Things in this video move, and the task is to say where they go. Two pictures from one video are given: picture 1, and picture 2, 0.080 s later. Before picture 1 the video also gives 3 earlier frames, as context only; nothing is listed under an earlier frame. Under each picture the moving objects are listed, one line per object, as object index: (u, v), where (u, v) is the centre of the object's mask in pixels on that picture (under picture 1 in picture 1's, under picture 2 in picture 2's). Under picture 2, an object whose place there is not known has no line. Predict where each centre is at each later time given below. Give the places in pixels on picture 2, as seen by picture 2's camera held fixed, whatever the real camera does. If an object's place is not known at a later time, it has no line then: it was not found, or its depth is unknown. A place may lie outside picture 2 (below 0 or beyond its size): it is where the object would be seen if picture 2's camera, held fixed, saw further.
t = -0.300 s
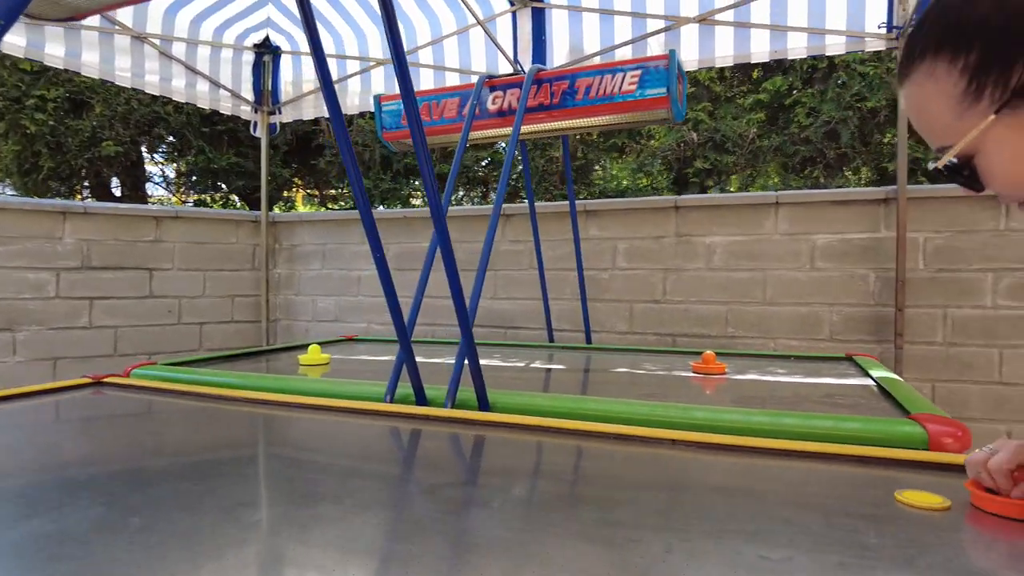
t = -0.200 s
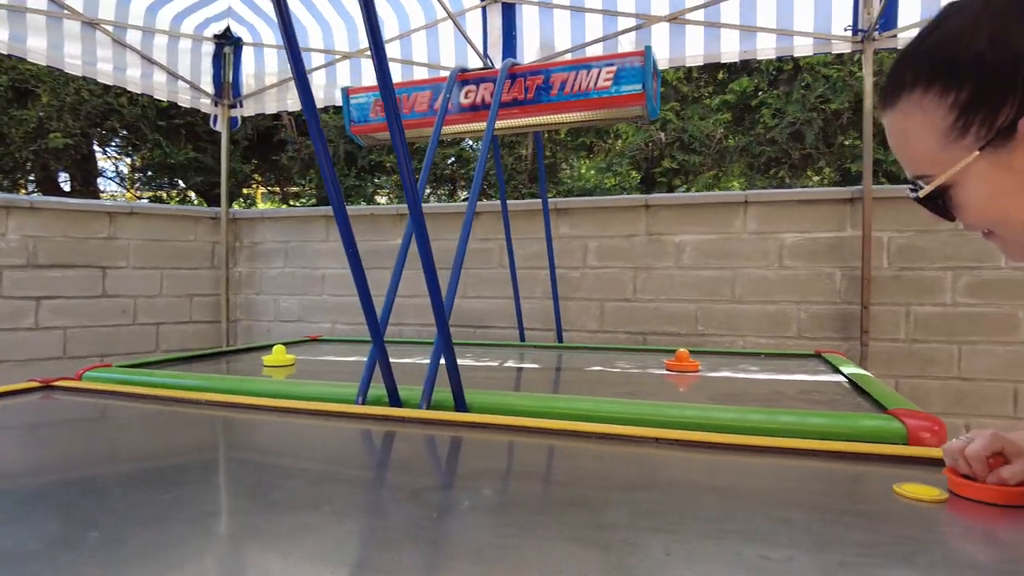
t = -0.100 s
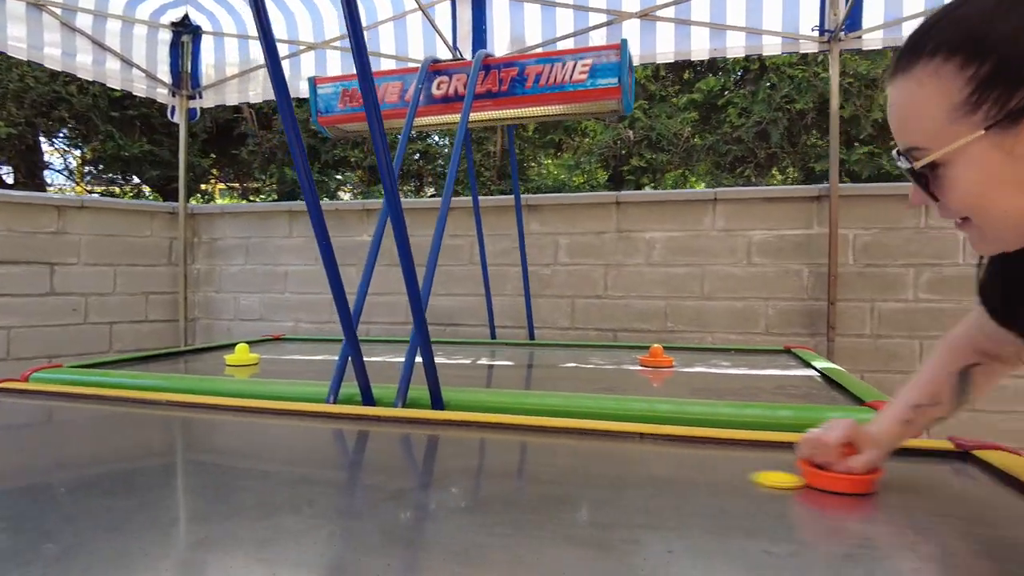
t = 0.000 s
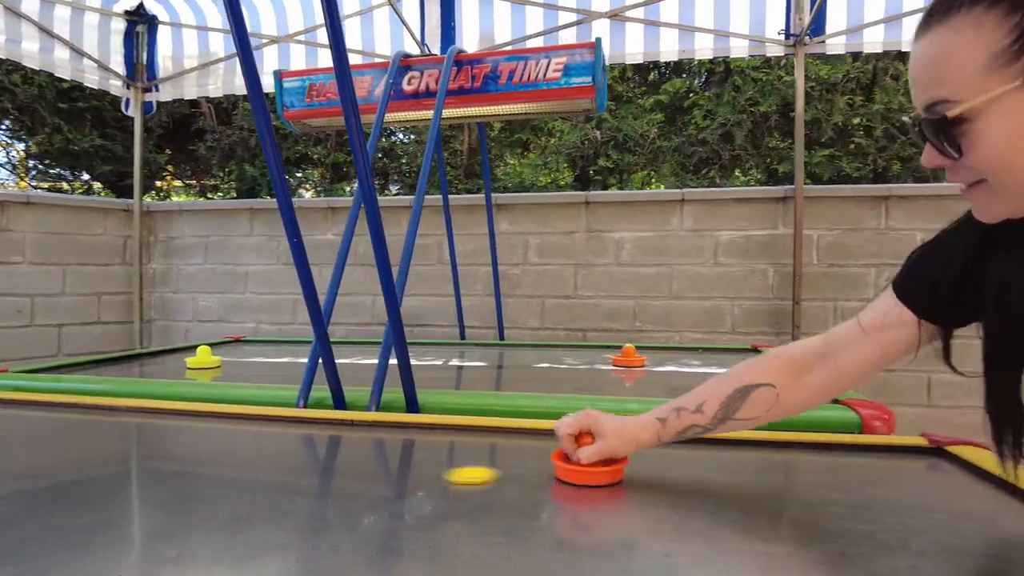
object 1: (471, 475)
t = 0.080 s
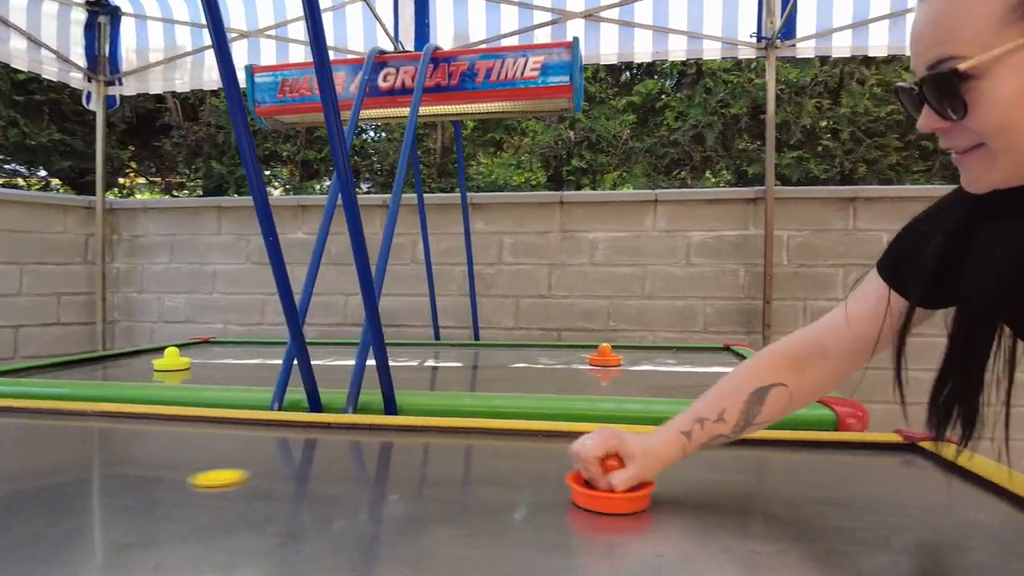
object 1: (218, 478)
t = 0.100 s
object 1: (160, 478)
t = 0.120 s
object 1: (103, 477)
